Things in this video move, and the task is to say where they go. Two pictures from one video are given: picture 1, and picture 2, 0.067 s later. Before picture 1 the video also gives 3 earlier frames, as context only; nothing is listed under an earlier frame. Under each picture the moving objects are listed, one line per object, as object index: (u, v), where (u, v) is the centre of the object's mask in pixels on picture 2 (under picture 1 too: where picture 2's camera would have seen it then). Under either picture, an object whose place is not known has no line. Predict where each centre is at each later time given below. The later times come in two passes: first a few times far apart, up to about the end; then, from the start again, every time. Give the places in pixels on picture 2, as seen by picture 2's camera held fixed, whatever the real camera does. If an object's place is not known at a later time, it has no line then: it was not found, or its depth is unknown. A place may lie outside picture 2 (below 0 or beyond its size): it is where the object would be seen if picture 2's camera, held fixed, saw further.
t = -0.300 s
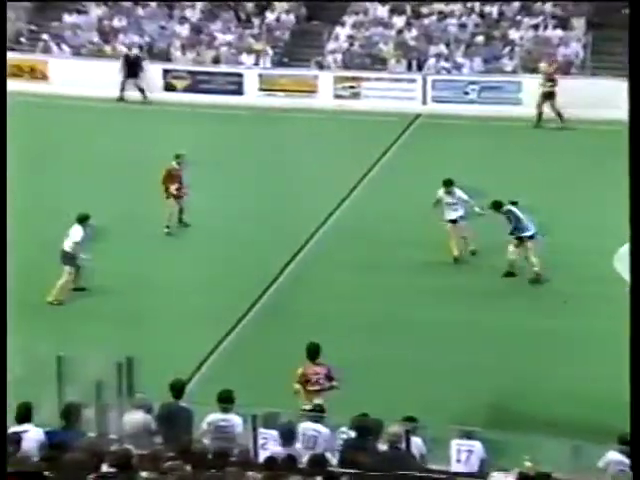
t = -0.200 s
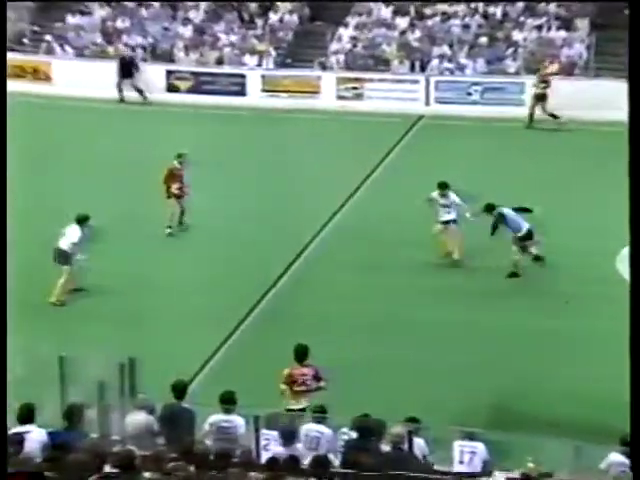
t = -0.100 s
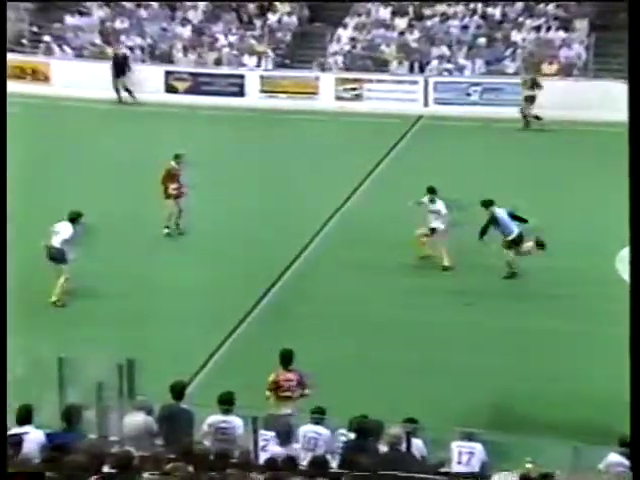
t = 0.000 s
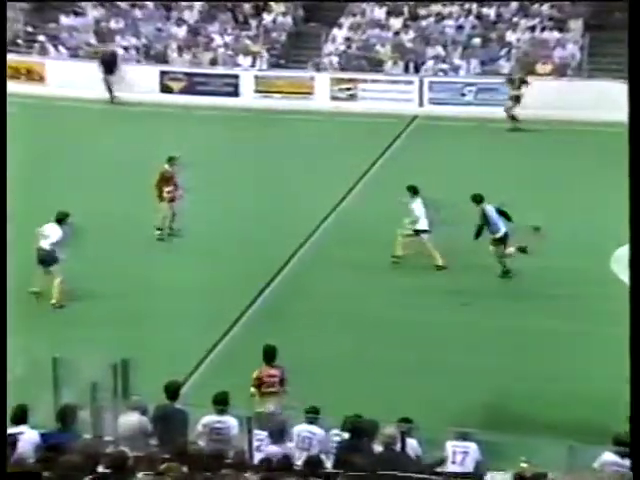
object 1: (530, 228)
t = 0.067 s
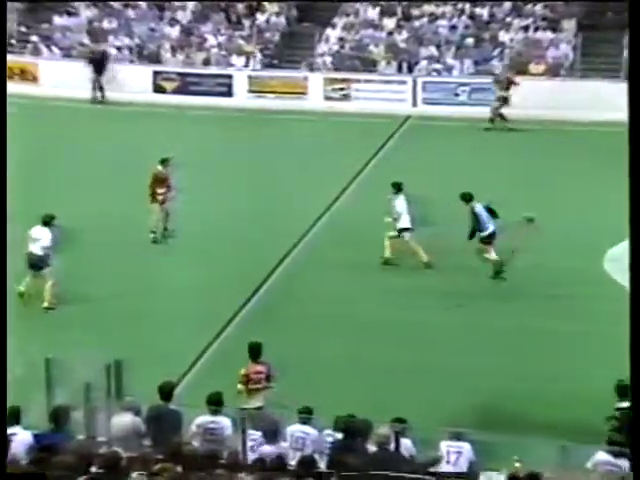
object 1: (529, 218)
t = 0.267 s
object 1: (531, 195)
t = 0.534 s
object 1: (530, 170)
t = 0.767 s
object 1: (530, 152)
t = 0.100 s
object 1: (530, 217)
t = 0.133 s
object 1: (530, 213)
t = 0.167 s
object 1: (530, 206)
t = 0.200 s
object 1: (531, 202)
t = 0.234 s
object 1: (531, 197)
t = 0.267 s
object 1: (531, 195)
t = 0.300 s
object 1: (531, 192)
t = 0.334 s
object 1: (530, 189)
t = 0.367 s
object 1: (530, 186)
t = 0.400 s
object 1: (530, 180)
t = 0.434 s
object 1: (530, 177)
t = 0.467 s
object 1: (530, 173)
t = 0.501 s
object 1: (530, 171)
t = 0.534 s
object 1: (530, 170)
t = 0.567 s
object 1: (530, 170)
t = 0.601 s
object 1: (530, 168)
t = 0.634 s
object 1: (531, 162)
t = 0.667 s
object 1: (531, 159)
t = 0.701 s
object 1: (530, 156)
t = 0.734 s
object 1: (530, 154)
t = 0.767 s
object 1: (530, 152)
